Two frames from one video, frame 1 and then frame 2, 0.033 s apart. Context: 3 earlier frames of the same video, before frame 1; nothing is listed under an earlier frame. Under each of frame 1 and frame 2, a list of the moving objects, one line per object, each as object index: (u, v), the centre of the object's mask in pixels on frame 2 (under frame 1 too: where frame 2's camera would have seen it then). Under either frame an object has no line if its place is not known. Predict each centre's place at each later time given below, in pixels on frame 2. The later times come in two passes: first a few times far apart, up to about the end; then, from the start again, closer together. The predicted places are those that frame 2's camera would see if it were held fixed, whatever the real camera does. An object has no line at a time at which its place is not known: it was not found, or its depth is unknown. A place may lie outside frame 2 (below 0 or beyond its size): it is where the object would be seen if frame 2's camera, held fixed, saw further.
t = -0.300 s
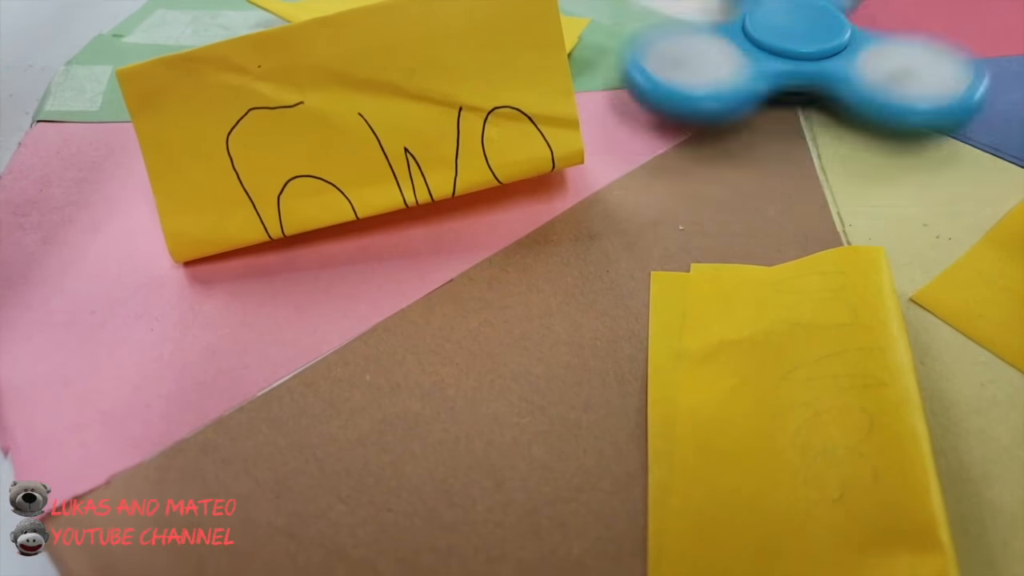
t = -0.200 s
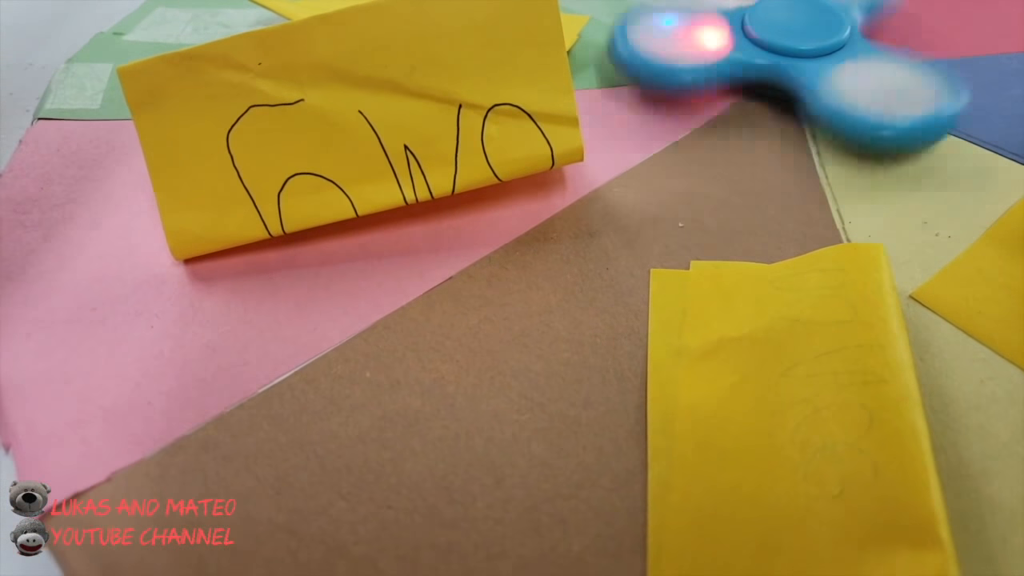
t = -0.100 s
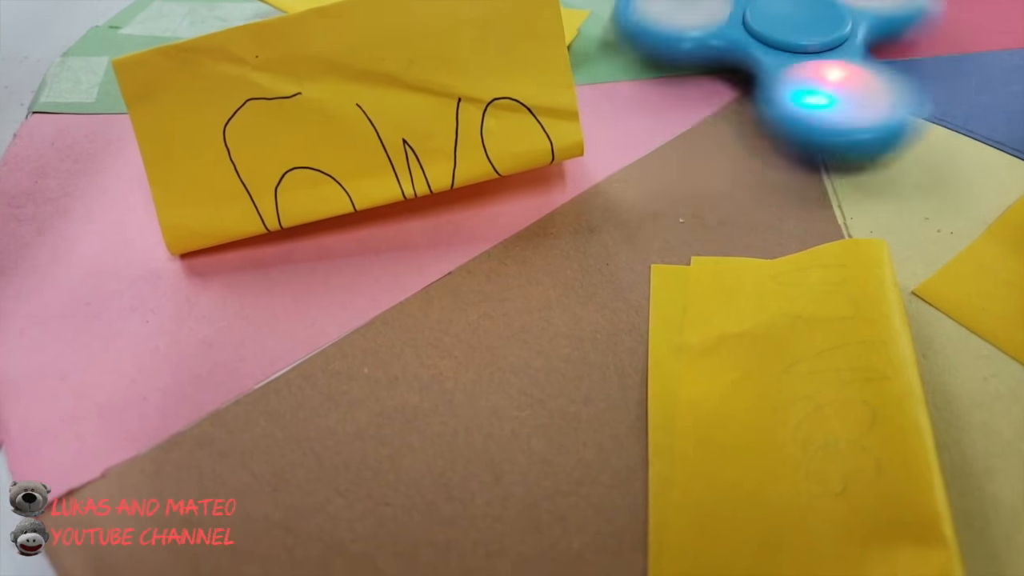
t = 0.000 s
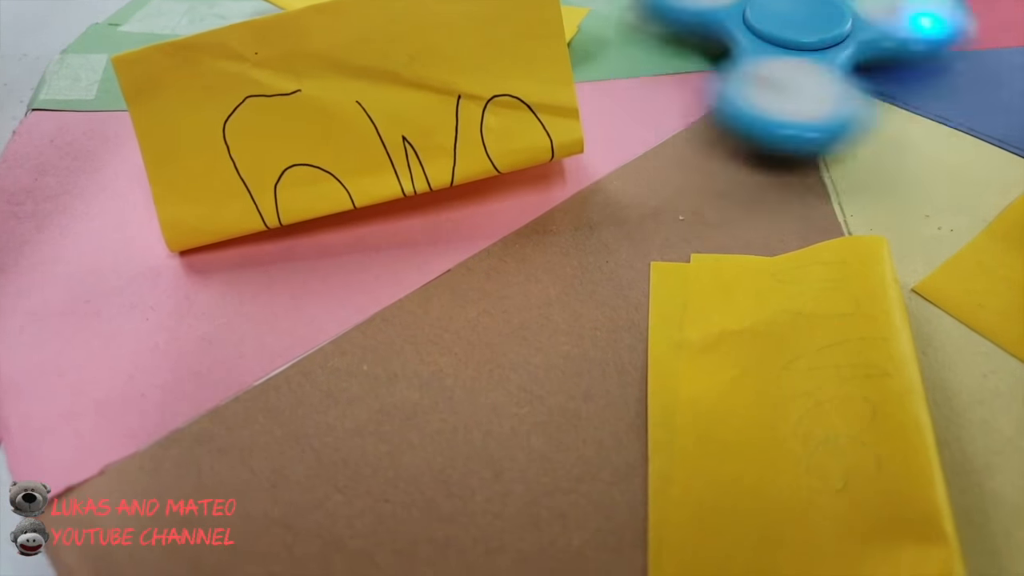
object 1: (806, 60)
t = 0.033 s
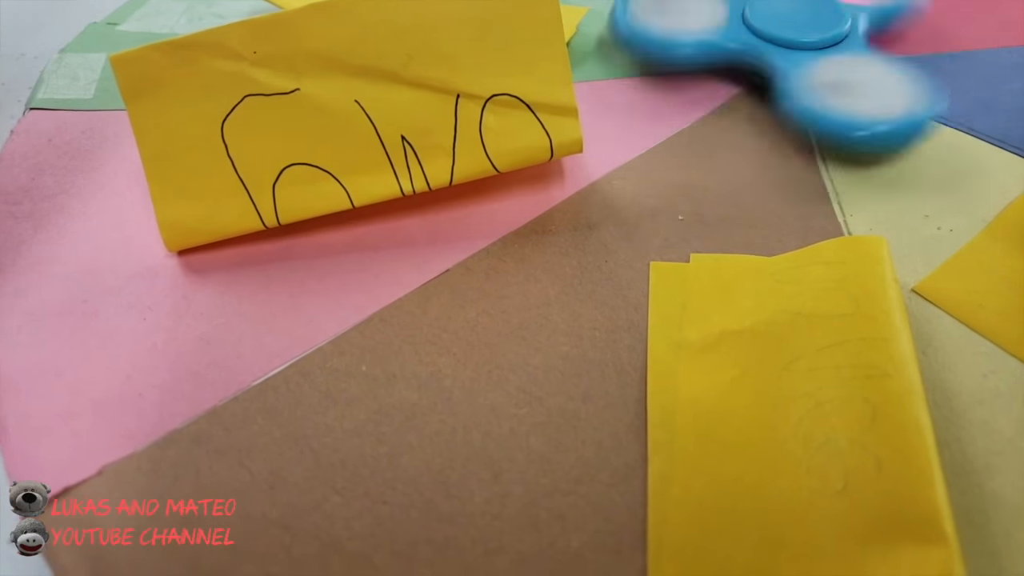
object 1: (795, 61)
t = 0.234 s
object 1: (810, 57)
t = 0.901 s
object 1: (807, 51)
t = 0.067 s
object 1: (800, 60)
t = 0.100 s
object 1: (813, 59)
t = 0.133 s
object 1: (800, 60)
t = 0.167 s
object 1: (795, 61)
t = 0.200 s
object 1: (801, 61)
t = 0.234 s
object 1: (810, 57)
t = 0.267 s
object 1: (797, 58)
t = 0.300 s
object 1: (792, 58)
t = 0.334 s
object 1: (802, 59)
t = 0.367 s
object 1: (811, 54)
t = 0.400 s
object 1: (797, 55)
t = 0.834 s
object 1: (796, 53)
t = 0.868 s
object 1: (804, 55)
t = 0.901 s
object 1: (807, 51)
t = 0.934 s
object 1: (799, 47)
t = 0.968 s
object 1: (794, 51)
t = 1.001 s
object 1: (800, 54)
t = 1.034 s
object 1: (807, 52)
